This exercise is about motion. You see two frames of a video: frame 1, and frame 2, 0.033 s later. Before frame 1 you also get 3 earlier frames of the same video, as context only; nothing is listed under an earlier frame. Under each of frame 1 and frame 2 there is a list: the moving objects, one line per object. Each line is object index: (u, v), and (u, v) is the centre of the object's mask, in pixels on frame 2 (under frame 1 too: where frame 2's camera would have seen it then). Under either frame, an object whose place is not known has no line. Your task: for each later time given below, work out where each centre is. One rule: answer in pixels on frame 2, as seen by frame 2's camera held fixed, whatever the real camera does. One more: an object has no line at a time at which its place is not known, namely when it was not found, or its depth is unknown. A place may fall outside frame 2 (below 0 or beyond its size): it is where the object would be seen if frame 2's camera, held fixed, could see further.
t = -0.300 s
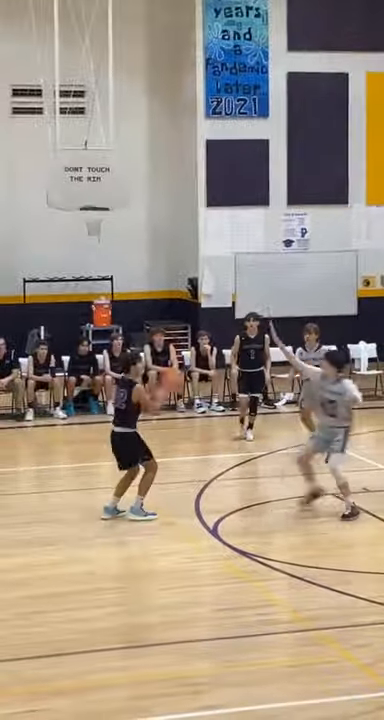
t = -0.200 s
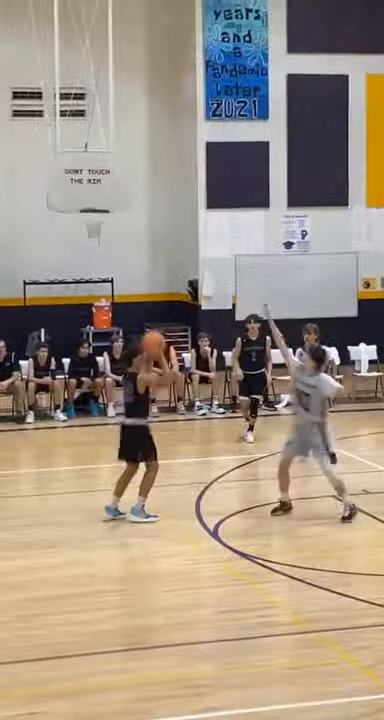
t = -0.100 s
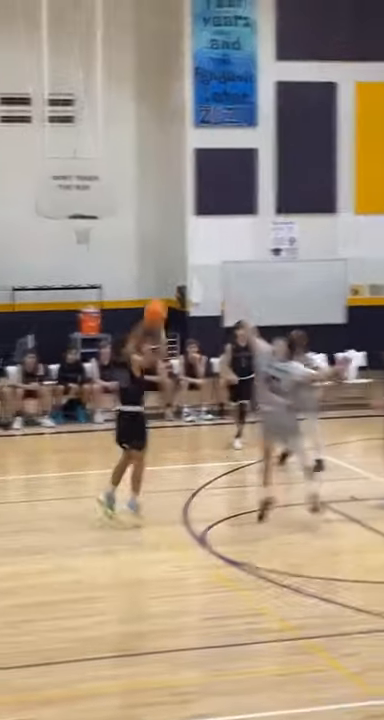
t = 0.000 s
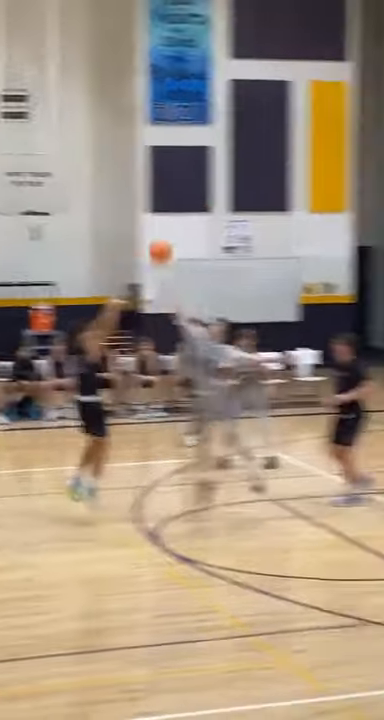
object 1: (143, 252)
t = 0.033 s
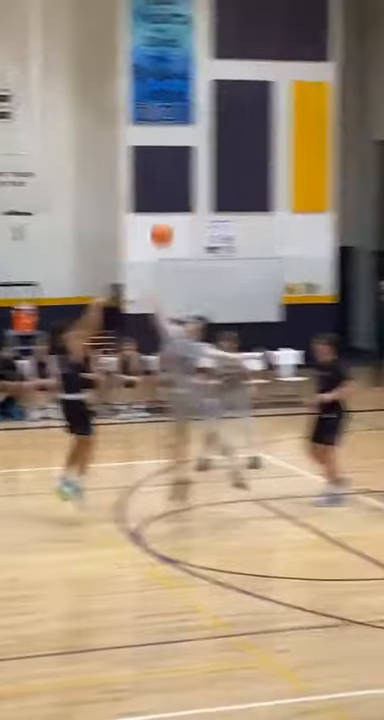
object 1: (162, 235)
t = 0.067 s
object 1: (180, 216)
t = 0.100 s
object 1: (196, 203)
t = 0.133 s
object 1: (214, 189)
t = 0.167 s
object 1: (232, 176)
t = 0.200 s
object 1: (249, 164)
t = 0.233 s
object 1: (267, 152)
